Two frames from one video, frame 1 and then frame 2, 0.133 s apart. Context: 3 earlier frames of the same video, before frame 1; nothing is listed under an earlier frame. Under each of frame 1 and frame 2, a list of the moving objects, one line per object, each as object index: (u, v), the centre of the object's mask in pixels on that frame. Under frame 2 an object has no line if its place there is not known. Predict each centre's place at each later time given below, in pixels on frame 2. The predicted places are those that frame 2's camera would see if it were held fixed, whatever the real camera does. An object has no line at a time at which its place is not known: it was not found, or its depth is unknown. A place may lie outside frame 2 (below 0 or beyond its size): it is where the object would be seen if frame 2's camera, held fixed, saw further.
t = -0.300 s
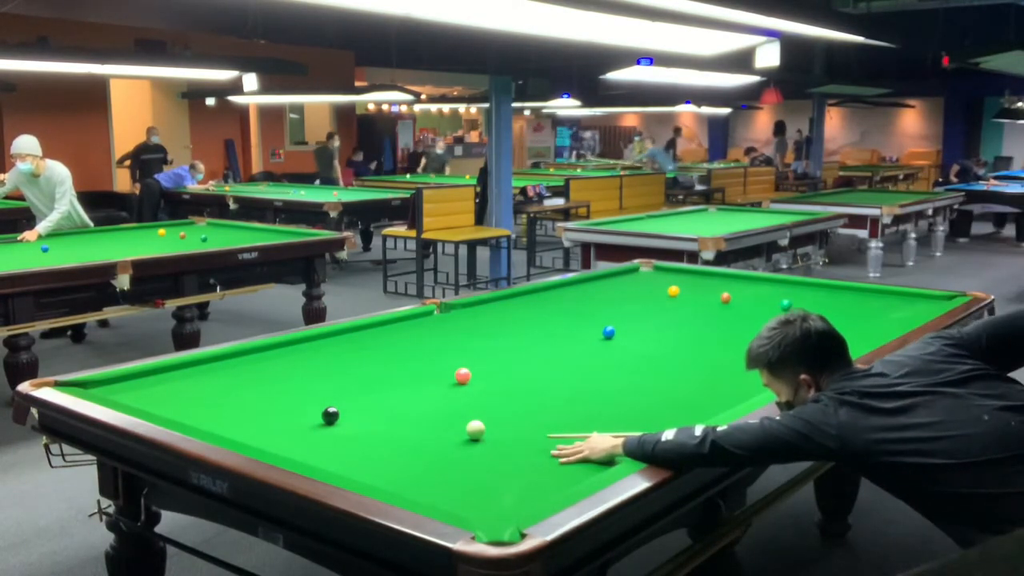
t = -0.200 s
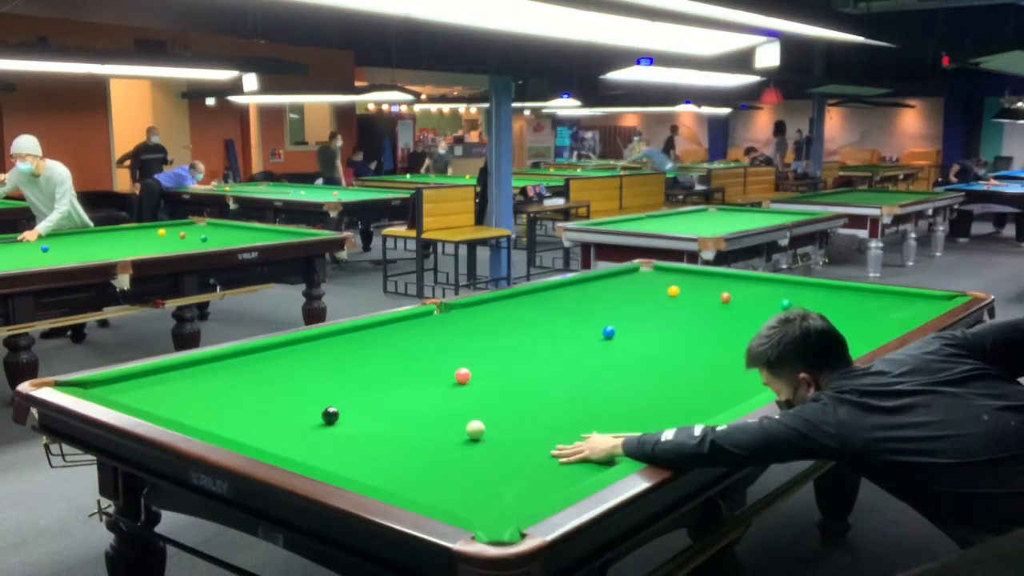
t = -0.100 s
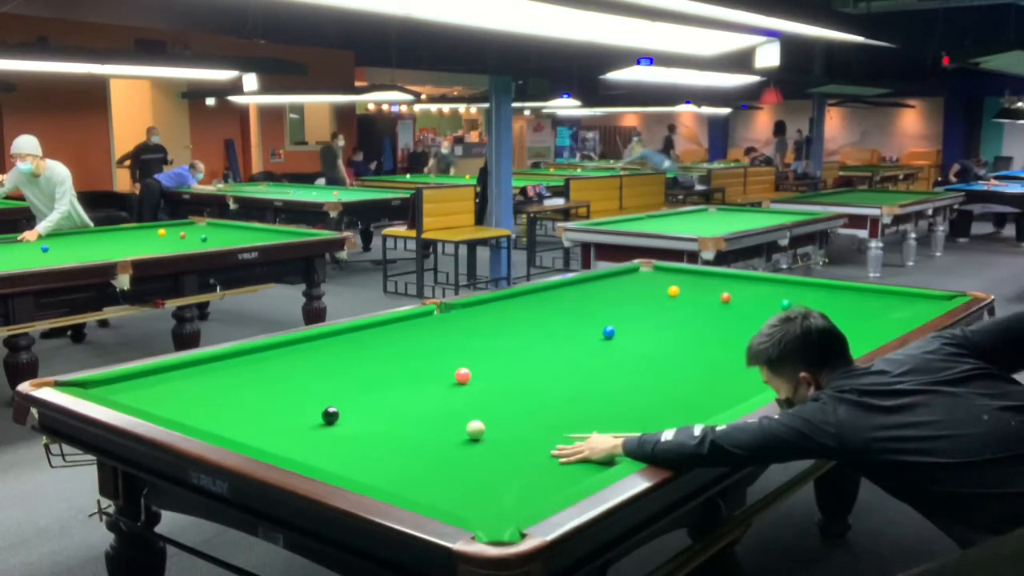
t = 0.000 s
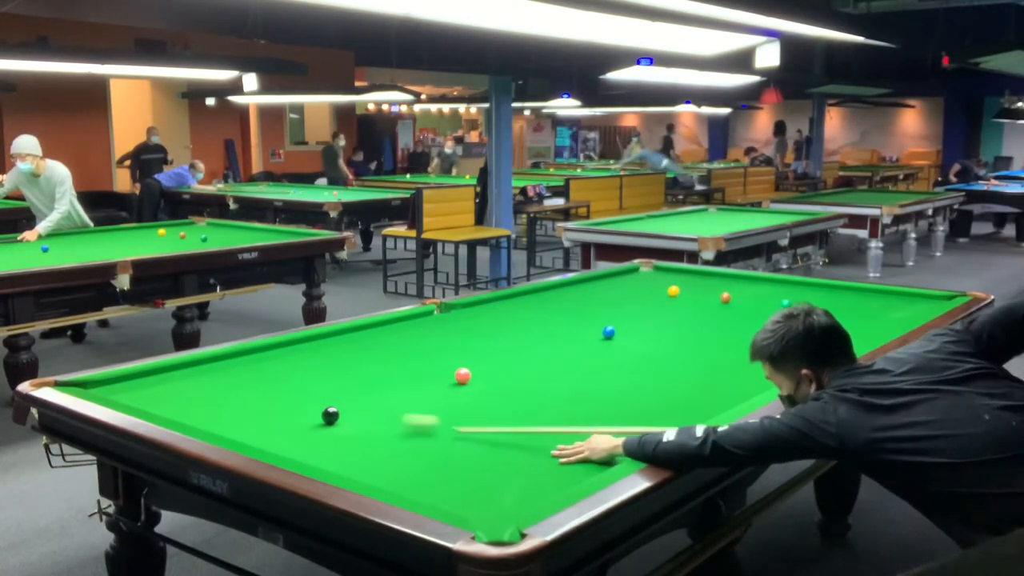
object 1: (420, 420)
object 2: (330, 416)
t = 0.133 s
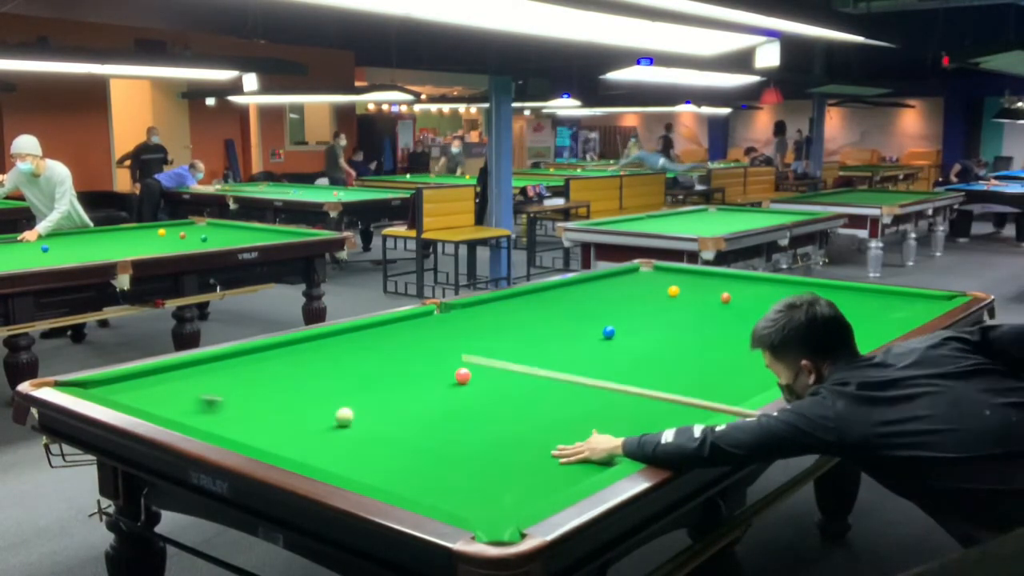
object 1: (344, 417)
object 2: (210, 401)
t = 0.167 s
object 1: (344, 417)
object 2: (168, 398)
